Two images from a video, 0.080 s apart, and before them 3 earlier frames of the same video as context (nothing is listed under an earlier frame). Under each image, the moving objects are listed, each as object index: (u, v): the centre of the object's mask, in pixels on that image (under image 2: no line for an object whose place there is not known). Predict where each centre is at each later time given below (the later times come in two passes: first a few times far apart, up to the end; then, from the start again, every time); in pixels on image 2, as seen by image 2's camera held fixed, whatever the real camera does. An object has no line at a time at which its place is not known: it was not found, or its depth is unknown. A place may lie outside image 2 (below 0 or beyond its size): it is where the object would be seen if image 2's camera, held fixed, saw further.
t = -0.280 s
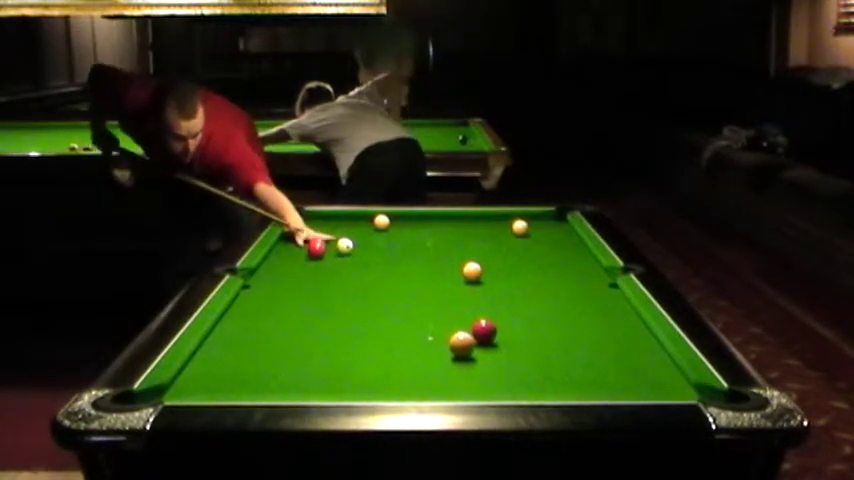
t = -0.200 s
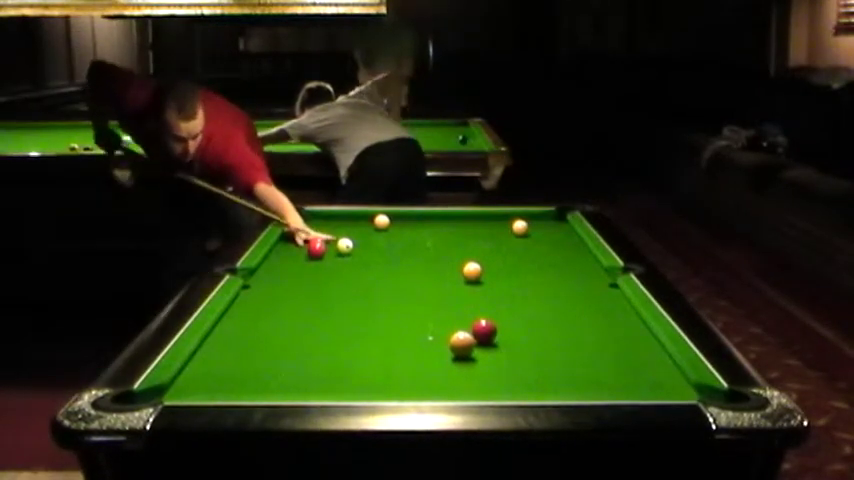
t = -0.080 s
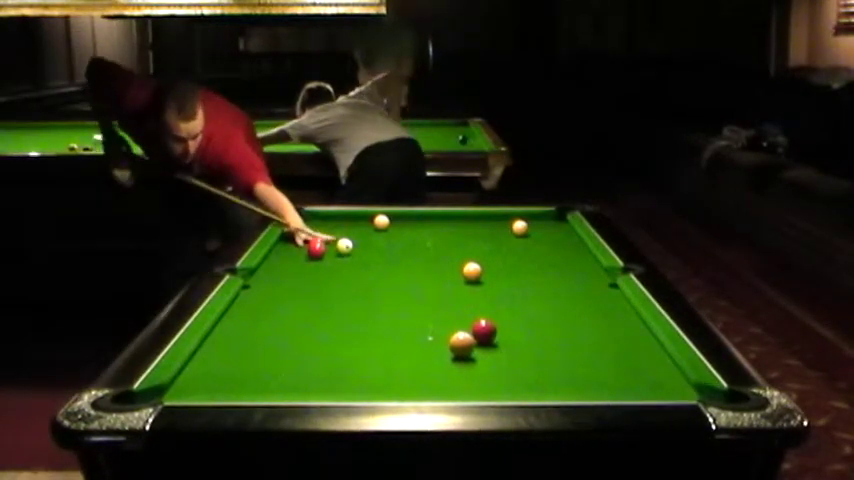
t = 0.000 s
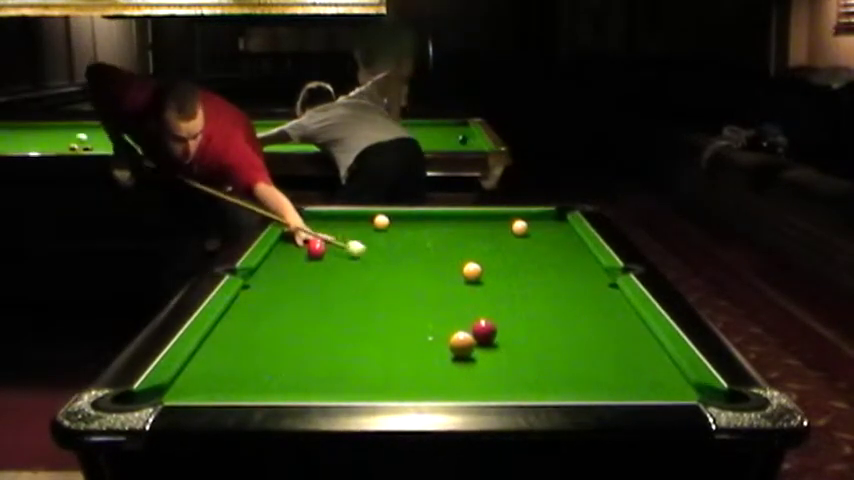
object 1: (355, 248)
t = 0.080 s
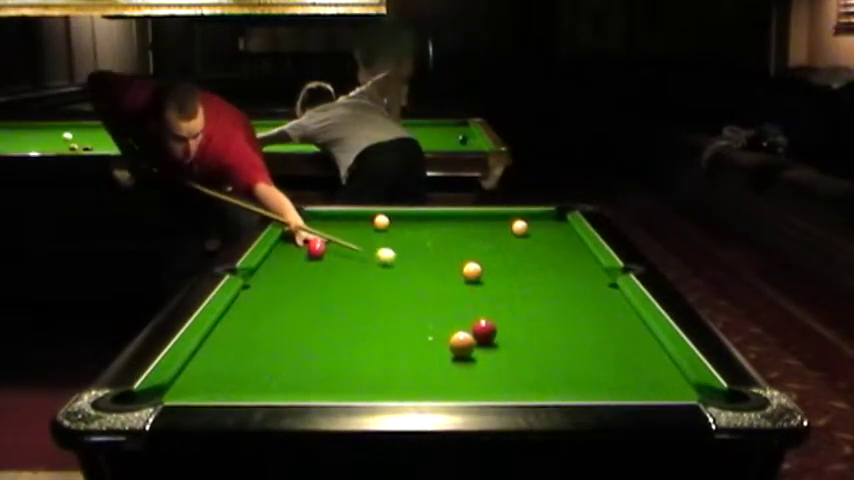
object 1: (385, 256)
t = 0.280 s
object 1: (454, 274)
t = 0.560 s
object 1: (483, 301)
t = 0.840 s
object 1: (524, 336)
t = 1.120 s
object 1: (574, 378)
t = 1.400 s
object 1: (595, 370)
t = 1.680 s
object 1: (598, 340)
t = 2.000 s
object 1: (600, 313)
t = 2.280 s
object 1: (602, 294)
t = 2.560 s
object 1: (602, 278)
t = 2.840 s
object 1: (585, 270)
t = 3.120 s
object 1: (549, 268)
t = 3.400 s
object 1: (516, 268)
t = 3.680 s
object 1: (488, 268)
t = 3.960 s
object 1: (461, 267)
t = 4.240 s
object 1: (438, 267)
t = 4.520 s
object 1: (419, 266)
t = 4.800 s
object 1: (402, 266)
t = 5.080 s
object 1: (389, 265)
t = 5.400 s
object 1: (378, 265)
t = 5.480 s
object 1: (375, 265)
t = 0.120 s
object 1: (400, 259)
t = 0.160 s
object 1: (414, 263)
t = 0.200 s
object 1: (428, 266)
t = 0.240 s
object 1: (442, 270)
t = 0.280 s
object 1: (454, 274)
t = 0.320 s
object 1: (455, 278)
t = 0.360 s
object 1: (460, 281)
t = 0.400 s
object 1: (464, 285)
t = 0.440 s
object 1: (468, 288)
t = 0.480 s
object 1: (473, 293)
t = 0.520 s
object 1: (478, 297)
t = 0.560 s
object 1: (483, 301)
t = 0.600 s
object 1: (489, 305)
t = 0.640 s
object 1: (494, 310)
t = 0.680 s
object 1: (500, 315)
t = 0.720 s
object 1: (506, 321)
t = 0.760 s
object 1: (512, 325)
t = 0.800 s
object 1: (518, 331)
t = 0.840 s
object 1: (524, 336)
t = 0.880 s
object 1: (530, 342)
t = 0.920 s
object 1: (538, 348)
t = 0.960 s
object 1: (544, 354)
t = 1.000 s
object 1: (551, 358)
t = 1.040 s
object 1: (559, 366)
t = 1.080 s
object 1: (566, 371)
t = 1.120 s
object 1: (574, 378)
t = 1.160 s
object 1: (581, 383)
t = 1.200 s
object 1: (589, 388)
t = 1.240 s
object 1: (592, 385)
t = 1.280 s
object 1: (593, 382)
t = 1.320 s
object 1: (593, 376)
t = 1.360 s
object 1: (594, 376)
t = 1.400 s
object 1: (595, 370)
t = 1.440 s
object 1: (596, 366)
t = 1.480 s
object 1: (596, 361)
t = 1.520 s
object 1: (596, 356)
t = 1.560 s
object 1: (597, 352)
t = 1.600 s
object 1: (598, 349)
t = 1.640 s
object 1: (598, 344)
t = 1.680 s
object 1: (598, 340)
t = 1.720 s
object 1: (599, 336)
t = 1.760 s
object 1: (599, 333)
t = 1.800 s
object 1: (599, 329)
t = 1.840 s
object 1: (600, 326)
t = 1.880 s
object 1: (600, 322)
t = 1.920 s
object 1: (600, 319)
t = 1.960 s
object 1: (600, 316)
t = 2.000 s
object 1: (600, 313)
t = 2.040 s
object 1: (601, 310)
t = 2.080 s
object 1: (601, 307)
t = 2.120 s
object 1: (601, 304)
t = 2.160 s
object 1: (601, 301)
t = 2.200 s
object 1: (601, 299)
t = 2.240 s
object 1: (601, 296)
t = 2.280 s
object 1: (602, 294)
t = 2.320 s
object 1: (602, 291)
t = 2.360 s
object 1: (602, 289)
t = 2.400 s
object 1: (601, 286)
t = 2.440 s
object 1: (602, 284)
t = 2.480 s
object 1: (602, 282)
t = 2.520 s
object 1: (602, 280)
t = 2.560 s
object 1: (602, 278)
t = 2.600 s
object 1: (603, 276)
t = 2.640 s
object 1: (602, 274)
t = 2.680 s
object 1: (602, 271)
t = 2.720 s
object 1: (602, 270)
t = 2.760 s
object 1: (597, 270)
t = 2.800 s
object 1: (591, 270)
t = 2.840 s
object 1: (585, 270)
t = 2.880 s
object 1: (579, 269)
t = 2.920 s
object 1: (574, 269)
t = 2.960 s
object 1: (569, 269)
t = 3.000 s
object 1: (564, 269)
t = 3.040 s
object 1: (559, 269)
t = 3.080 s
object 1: (554, 268)
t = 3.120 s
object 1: (549, 268)
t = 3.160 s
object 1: (544, 268)
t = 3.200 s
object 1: (539, 268)
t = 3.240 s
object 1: (534, 268)
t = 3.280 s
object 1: (530, 268)
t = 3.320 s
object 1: (525, 268)
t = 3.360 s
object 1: (521, 268)
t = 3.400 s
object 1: (516, 268)
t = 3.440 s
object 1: (512, 268)
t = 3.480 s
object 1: (507, 268)
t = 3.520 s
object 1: (503, 268)
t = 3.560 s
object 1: (499, 268)
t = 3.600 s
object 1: (495, 268)
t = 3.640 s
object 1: (491, 268)
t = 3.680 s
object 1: (488, 268)
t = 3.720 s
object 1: (484, 268)
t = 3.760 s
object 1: (480, 268)
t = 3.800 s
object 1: (476, 268)
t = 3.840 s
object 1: (472, 267)
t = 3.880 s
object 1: (469, 267)
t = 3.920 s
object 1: (465, 267)
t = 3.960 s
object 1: (461, 267)
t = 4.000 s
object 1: (458, 267)
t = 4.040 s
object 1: (455, 267)
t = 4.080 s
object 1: (451, 267)
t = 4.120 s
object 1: (448, 267)
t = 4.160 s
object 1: (444, 267)
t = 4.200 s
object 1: (442, 267)
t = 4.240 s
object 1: (438, 267)
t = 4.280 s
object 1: (436, 267)
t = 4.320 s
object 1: (432, 267)
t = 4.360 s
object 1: (430, 266)
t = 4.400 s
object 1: (427, 267)
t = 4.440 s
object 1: (424, 266)
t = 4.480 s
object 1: (421, 267)
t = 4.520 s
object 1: (419, 266)
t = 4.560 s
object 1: (416, 266)
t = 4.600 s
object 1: (414, 266)
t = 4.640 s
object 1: (411, 266)
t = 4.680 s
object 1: (409, 266)
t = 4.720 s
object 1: (406, 266)
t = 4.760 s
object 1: (404, 266)
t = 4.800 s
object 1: (402, 266)
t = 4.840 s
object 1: (400, 265)
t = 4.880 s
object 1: (398, 266)
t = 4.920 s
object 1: (396, 265)
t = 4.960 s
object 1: (394, 265)
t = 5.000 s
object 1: (392, 265)
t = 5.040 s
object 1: (390, 265)
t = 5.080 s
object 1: (389, 265)
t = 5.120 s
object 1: (387, 265)
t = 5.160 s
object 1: (386, 265)
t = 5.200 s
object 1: (384, 265)
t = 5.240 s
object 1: (383, 265)
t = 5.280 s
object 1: (381, 265)
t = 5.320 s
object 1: (380, 265)
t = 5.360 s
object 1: (379, 265)
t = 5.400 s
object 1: (378, 265)
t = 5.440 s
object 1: (376, 265)
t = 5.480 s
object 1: (375, 265)
